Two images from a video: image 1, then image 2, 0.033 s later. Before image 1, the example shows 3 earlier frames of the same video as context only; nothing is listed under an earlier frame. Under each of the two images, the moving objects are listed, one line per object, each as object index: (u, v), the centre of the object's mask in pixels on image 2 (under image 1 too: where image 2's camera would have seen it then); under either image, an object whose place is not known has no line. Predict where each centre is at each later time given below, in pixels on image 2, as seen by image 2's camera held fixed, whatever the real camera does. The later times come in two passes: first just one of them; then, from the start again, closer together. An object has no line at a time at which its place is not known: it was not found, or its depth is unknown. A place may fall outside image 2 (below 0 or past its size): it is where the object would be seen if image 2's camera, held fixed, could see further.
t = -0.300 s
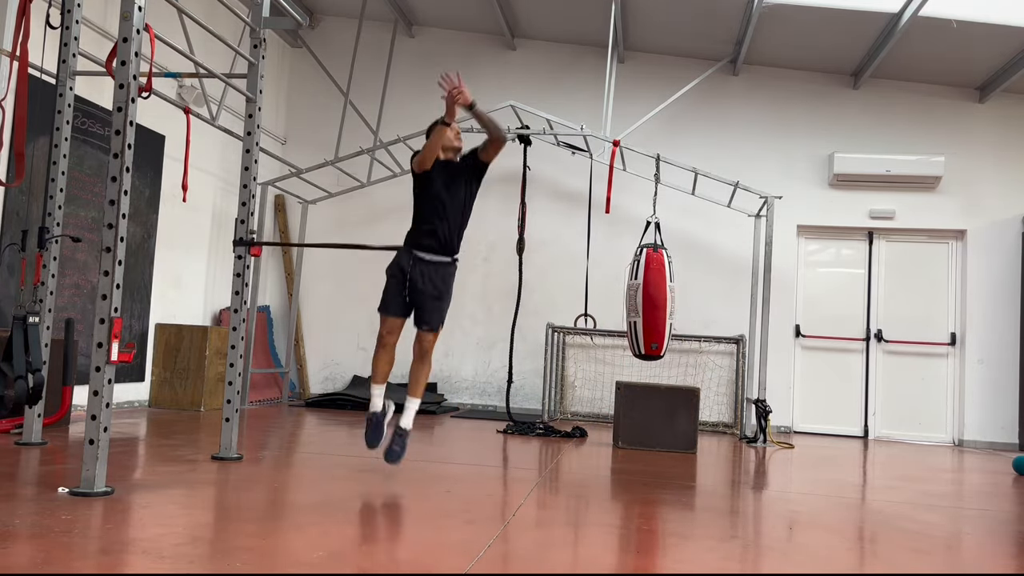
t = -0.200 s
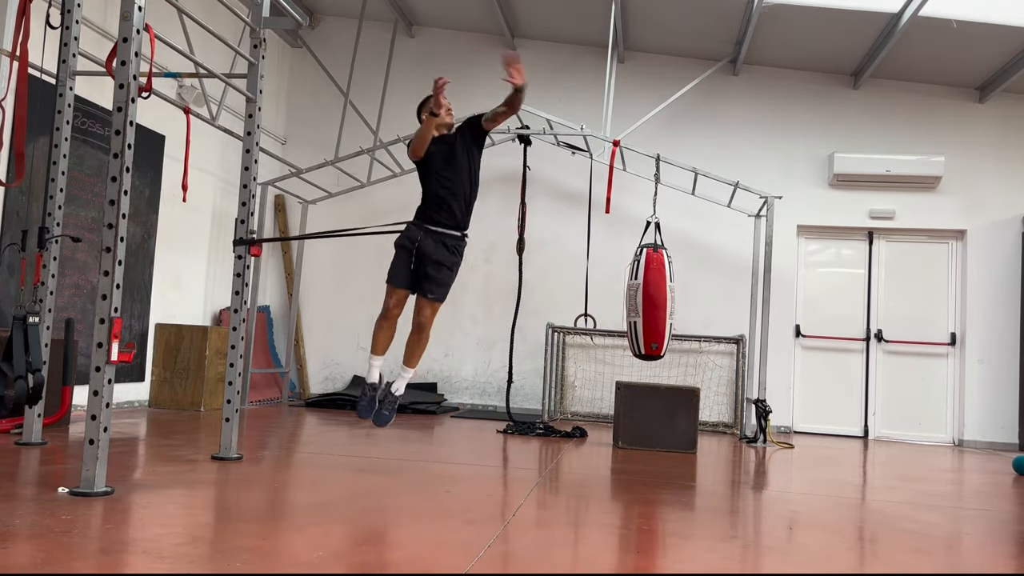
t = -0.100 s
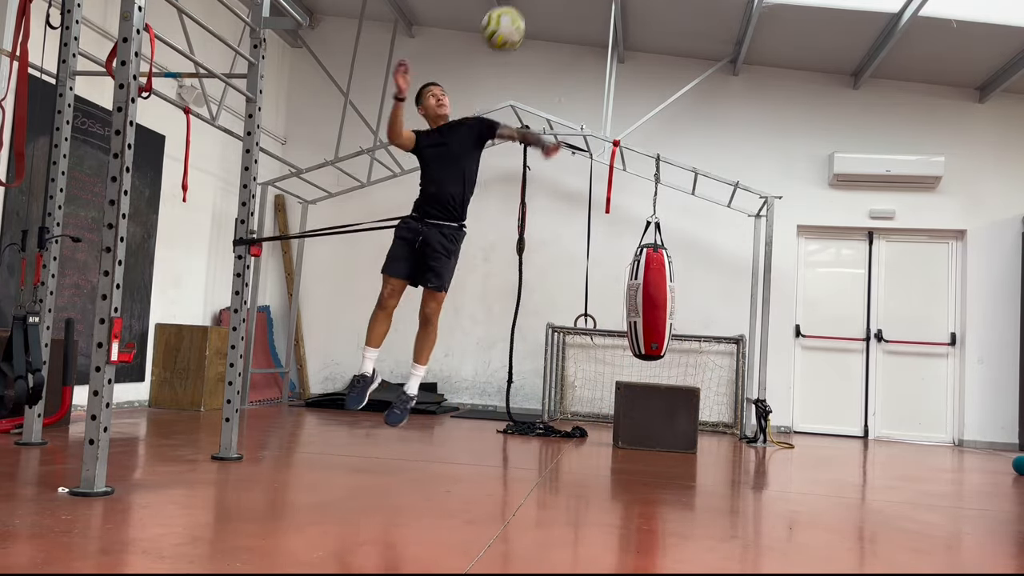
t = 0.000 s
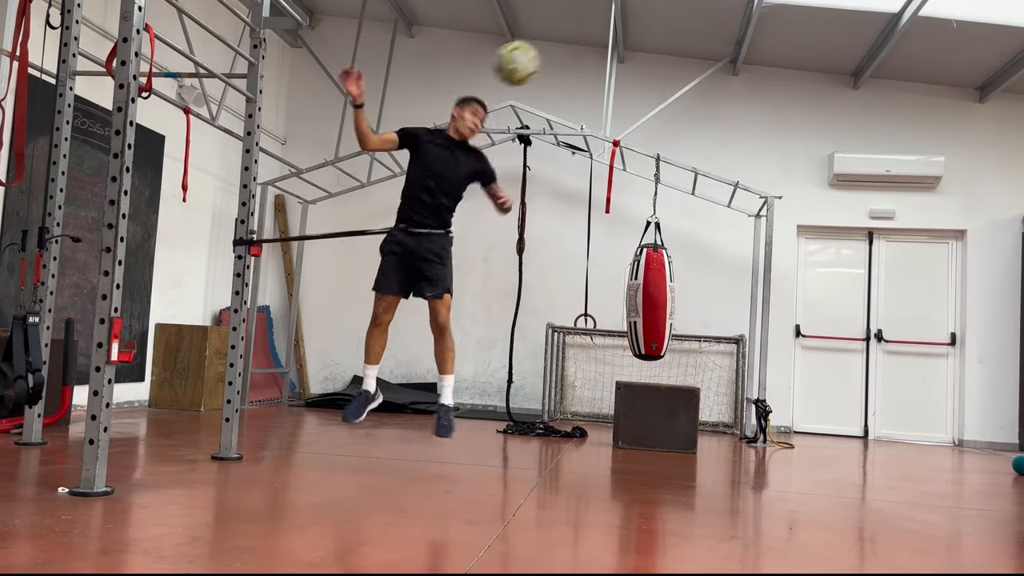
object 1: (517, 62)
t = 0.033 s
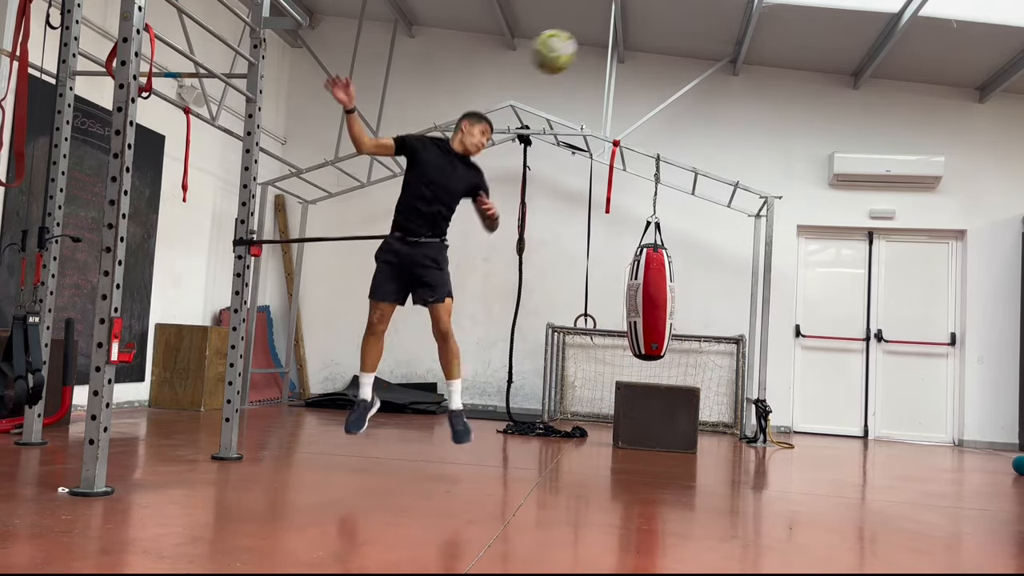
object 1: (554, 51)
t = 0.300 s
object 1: (863, 31)
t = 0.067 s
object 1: (590, 41)
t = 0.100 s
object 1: (631, 33)
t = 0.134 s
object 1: (667, 26)
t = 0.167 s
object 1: (705, 23)
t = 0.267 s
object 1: (822, 26)
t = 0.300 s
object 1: (863, 31)
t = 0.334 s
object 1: (905, 38)
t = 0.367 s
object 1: (947, 47)
